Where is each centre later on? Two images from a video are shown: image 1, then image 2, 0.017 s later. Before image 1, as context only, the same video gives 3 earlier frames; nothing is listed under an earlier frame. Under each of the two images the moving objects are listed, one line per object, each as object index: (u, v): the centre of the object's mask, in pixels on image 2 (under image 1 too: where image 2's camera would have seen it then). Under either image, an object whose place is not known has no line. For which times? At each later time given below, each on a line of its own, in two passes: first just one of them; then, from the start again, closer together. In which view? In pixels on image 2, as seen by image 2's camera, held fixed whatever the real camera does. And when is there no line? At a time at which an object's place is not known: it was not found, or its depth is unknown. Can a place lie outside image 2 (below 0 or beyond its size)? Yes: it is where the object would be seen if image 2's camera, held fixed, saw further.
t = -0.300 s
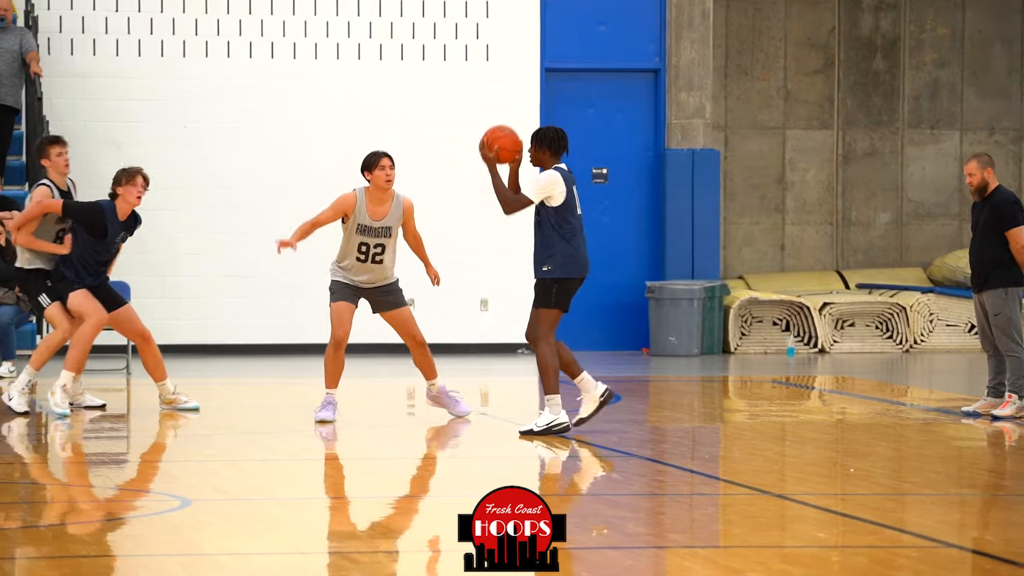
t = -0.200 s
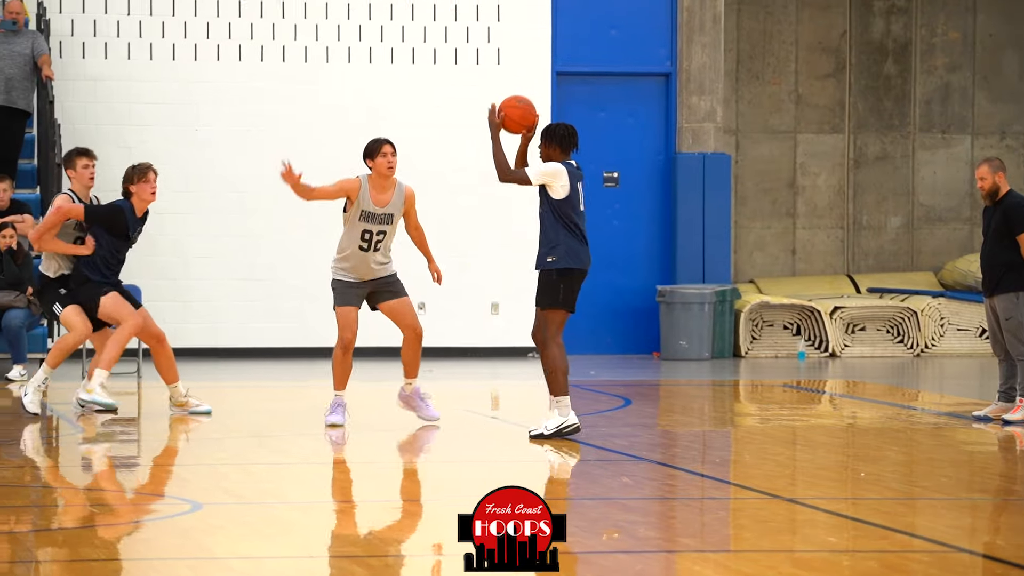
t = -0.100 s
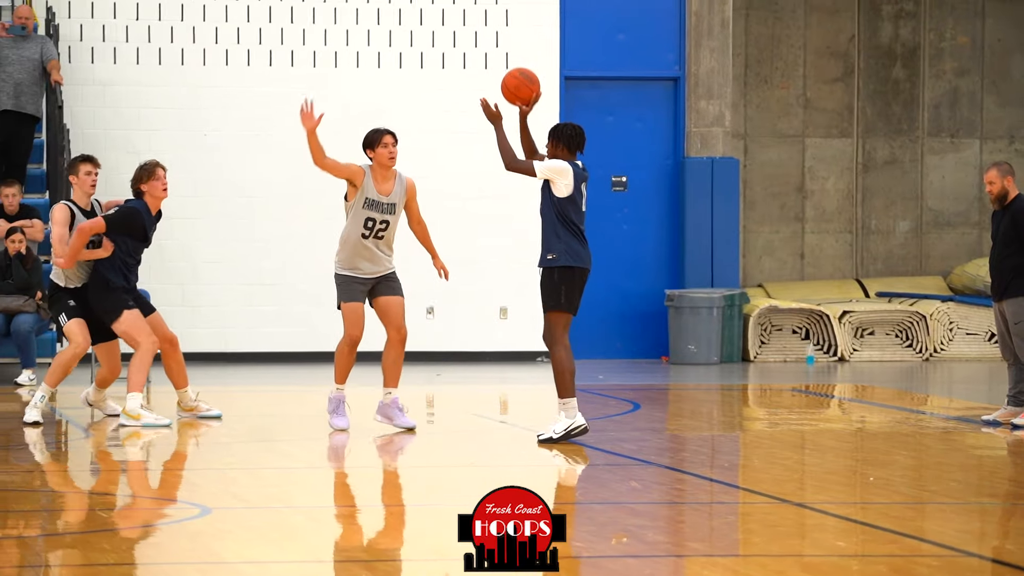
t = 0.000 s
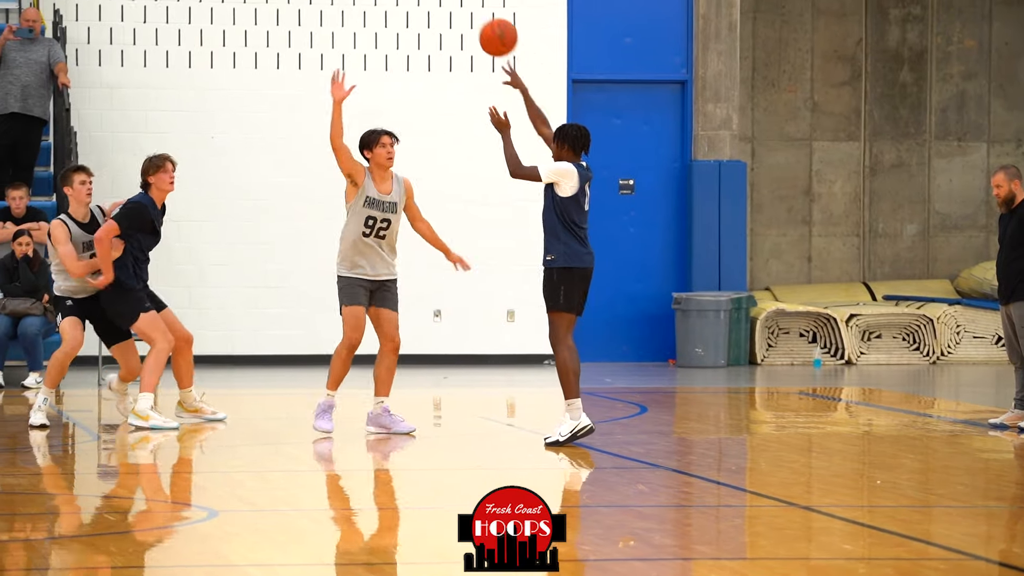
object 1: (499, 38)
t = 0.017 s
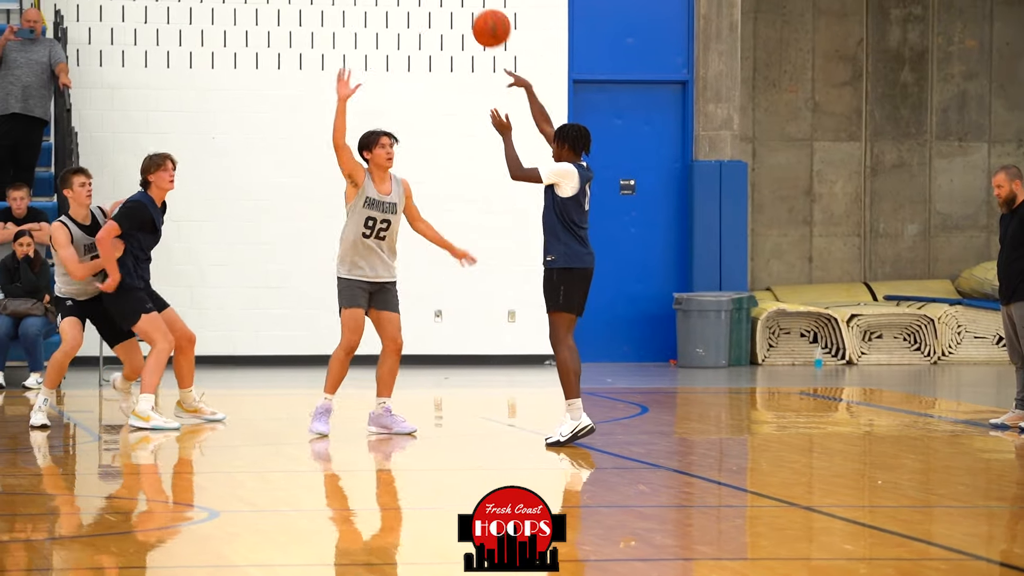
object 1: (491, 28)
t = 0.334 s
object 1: (346, -57)
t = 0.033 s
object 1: (483, 19)
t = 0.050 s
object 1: (475, 13)
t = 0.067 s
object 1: (468, 8)
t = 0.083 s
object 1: (460, 5)
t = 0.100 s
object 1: (452, 1)
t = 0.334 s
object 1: (346, -57)
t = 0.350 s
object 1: (338, -64)
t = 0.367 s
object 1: (330, -70)
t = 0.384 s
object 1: (321, -71)
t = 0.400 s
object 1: (311, -71)
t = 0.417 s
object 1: (298, -72)
